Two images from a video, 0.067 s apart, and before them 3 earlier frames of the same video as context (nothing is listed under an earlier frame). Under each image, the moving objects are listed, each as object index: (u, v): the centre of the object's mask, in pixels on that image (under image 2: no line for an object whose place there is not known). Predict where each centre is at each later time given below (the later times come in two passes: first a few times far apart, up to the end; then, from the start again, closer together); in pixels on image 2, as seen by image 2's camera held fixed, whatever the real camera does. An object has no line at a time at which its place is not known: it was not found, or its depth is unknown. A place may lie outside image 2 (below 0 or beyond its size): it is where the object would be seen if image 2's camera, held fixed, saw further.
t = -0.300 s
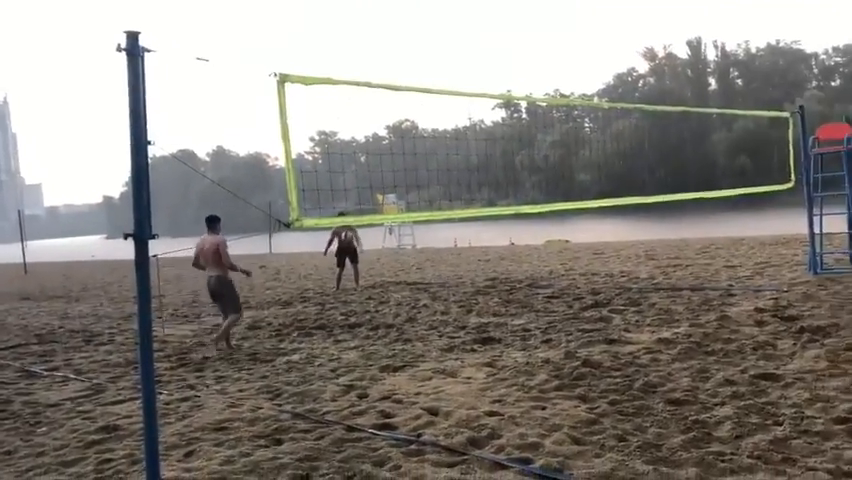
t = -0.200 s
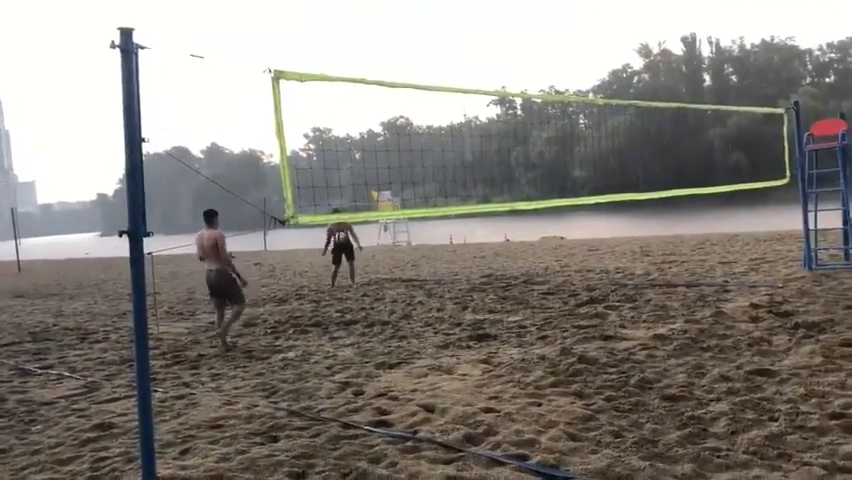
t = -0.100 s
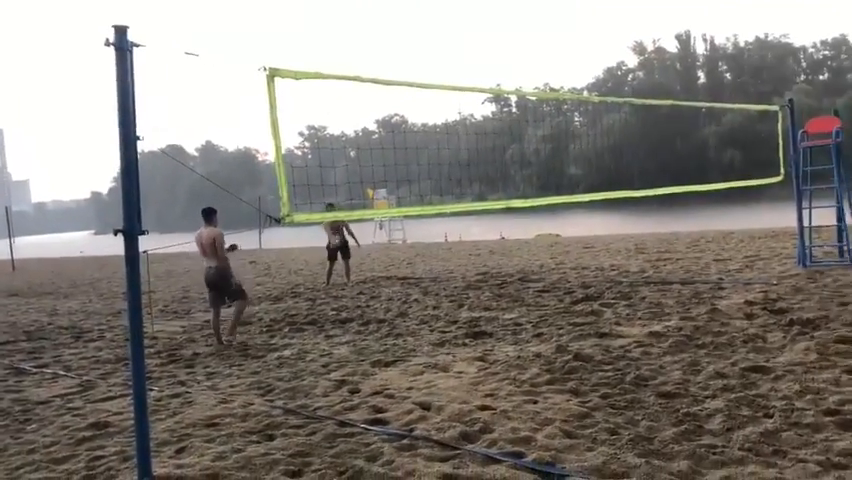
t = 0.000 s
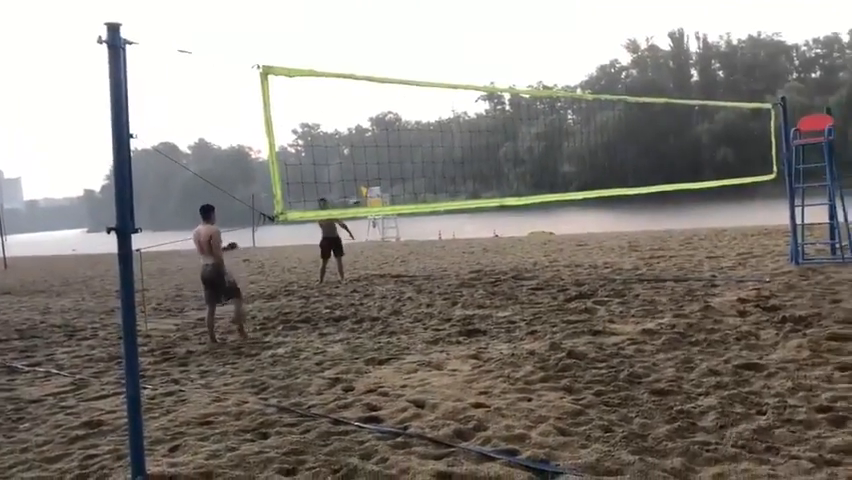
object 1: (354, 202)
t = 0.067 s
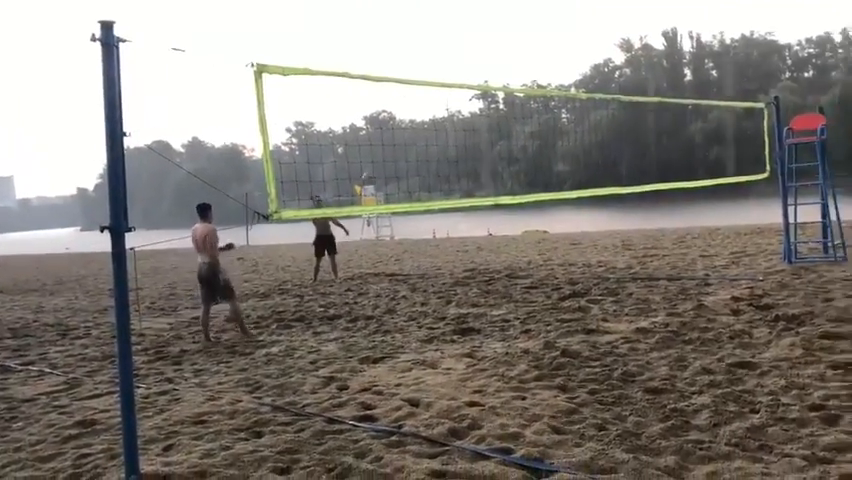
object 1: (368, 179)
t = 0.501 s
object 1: (539, 45)
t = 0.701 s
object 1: (655, 7)
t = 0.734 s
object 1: (678, 3)
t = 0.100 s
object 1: (378, 165)
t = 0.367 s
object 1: (476, 80)
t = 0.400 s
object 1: (491, 71)
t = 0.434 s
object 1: (506, 62)
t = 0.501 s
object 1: (539, 45)
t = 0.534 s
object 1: (557, 38)
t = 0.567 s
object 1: (574, 31)
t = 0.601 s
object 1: (593, 24)
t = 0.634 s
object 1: (613, 17)
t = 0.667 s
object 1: (633, 12)
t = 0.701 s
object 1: (655, 7)
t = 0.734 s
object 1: (678, 3)
